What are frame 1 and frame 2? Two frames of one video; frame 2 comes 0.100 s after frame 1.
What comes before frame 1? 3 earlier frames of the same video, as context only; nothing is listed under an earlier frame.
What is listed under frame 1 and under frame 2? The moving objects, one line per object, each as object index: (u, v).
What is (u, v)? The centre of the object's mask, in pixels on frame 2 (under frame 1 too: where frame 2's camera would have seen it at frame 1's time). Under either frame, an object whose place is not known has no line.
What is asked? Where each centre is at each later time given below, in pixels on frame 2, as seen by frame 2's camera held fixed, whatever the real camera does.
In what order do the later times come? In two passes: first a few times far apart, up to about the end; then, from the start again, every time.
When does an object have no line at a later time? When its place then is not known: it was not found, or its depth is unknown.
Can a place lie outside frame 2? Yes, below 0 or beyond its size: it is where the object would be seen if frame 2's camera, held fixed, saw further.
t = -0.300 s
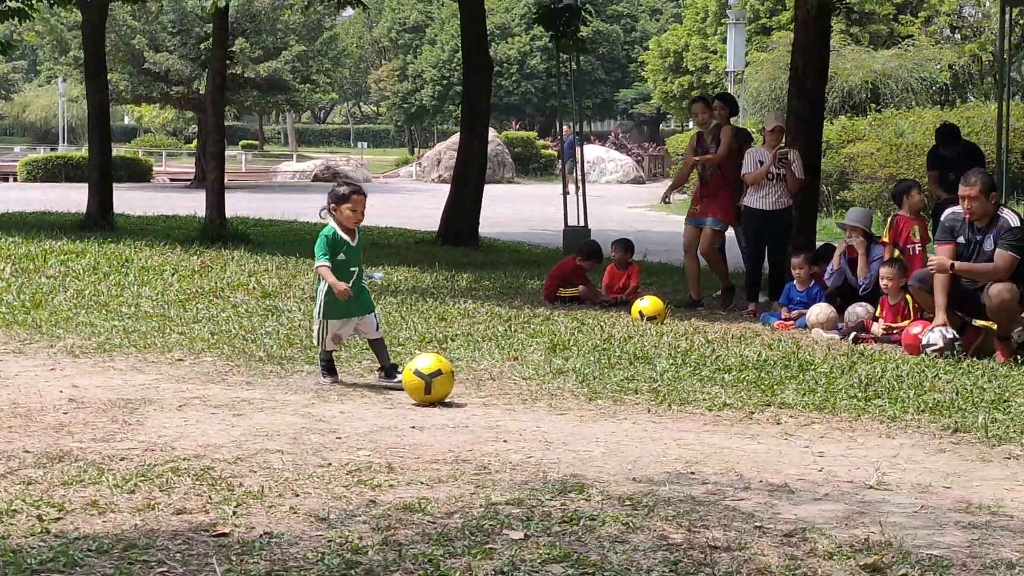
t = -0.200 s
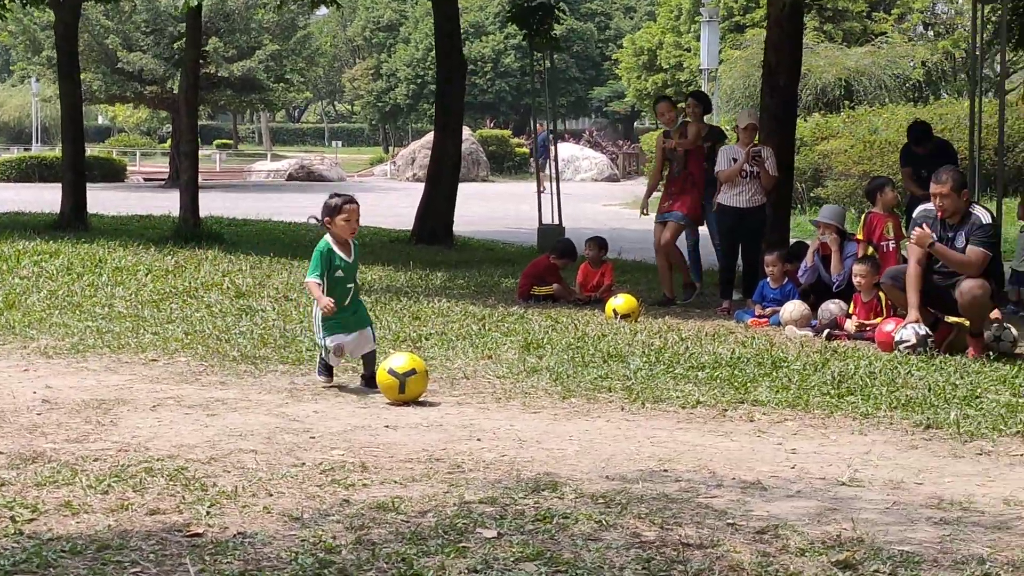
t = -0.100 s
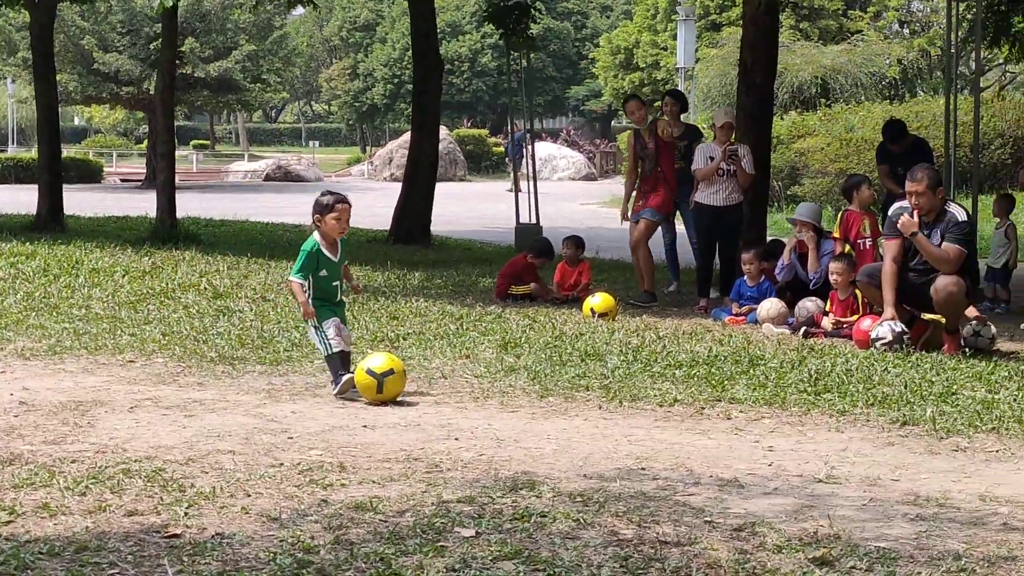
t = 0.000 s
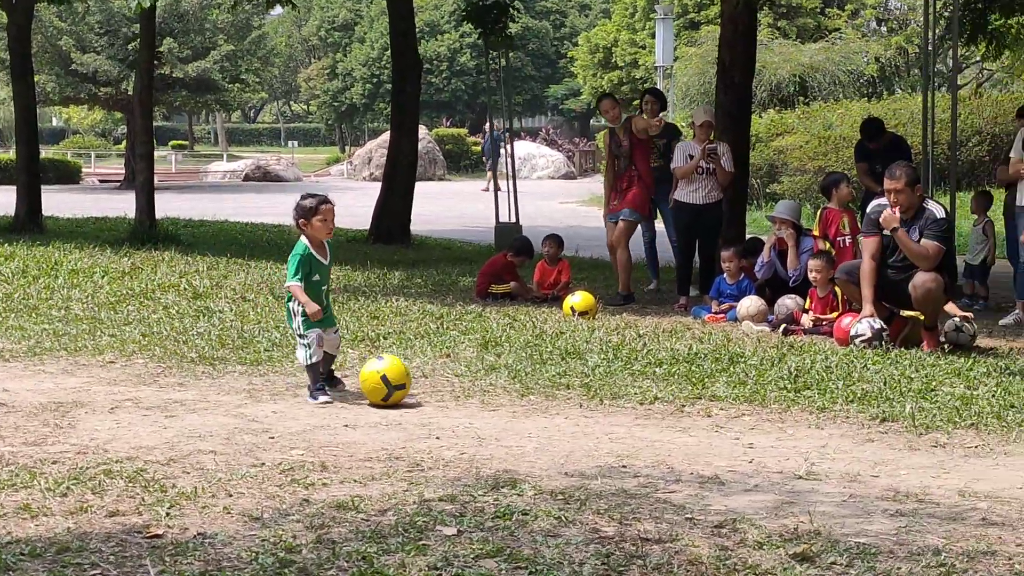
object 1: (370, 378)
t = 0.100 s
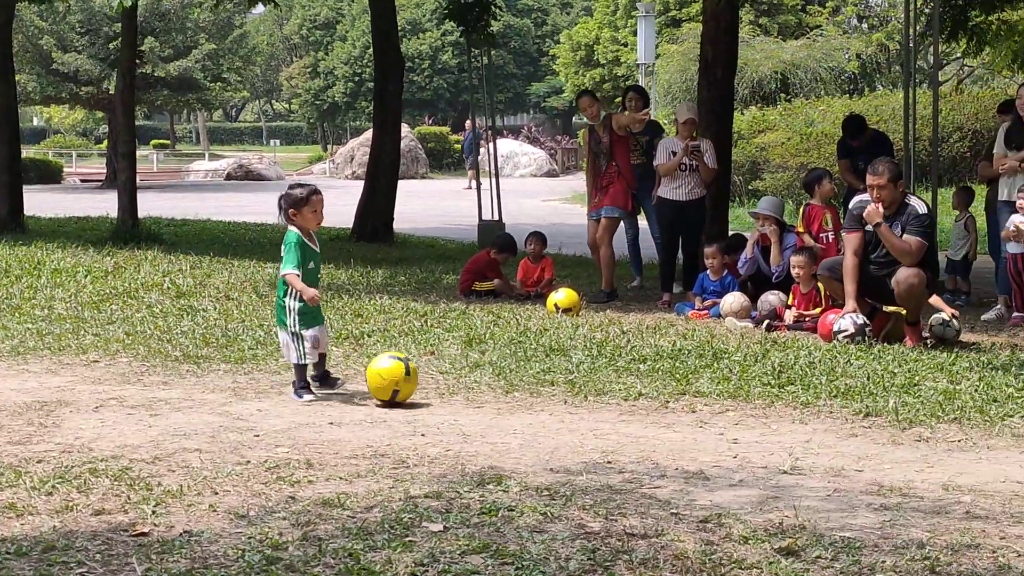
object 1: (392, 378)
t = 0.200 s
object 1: (413, 380)
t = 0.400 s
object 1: (458, 385)
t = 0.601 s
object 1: (504, 387)
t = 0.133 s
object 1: (399, 379)
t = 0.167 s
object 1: (406, 379)
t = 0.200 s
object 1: (413, 380)
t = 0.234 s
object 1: (421, 381)
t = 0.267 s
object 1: (428, 382)
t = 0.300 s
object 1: (436, 383)
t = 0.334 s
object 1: (443, 383)
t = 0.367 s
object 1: (451, 384)
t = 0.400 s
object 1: (458, 385)
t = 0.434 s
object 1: (466, 385)
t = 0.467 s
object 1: (474, 386)
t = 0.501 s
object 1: (481, 385)
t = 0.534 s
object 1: (489, 386)
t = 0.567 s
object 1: (496, 388)
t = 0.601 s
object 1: (504, 387)
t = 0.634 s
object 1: (511, 389)
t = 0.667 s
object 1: (518, 389)
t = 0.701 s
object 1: (526, 388)
